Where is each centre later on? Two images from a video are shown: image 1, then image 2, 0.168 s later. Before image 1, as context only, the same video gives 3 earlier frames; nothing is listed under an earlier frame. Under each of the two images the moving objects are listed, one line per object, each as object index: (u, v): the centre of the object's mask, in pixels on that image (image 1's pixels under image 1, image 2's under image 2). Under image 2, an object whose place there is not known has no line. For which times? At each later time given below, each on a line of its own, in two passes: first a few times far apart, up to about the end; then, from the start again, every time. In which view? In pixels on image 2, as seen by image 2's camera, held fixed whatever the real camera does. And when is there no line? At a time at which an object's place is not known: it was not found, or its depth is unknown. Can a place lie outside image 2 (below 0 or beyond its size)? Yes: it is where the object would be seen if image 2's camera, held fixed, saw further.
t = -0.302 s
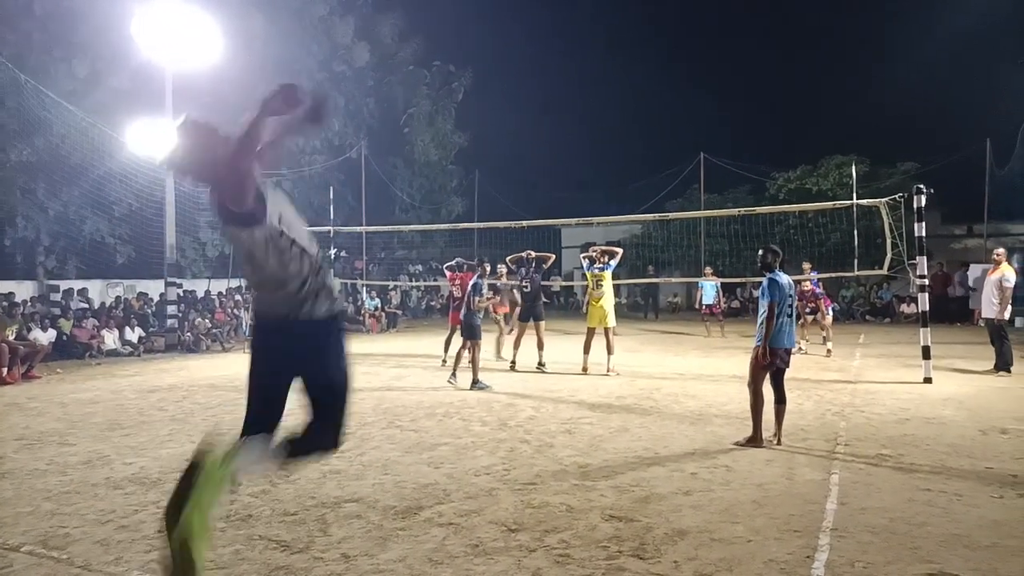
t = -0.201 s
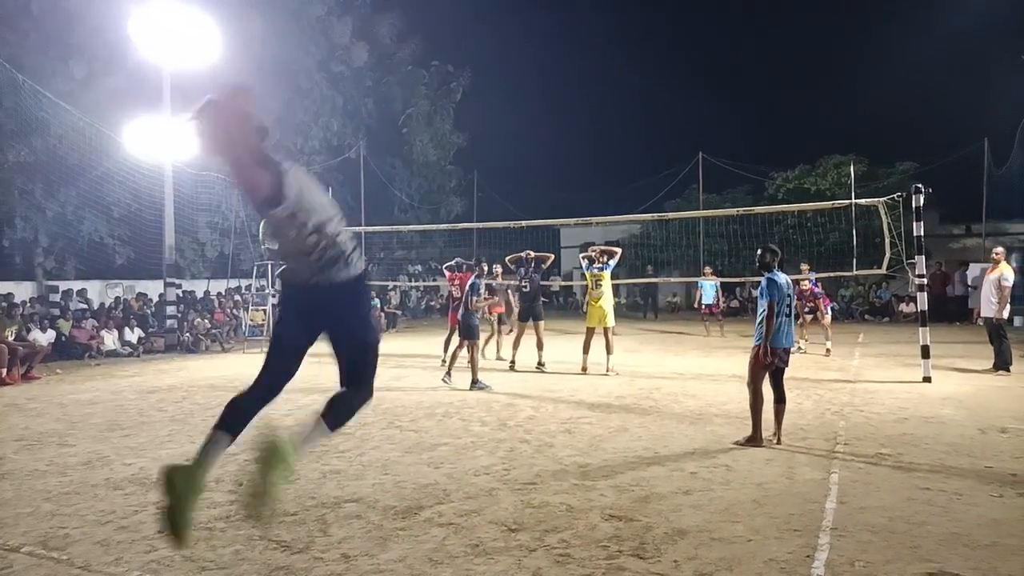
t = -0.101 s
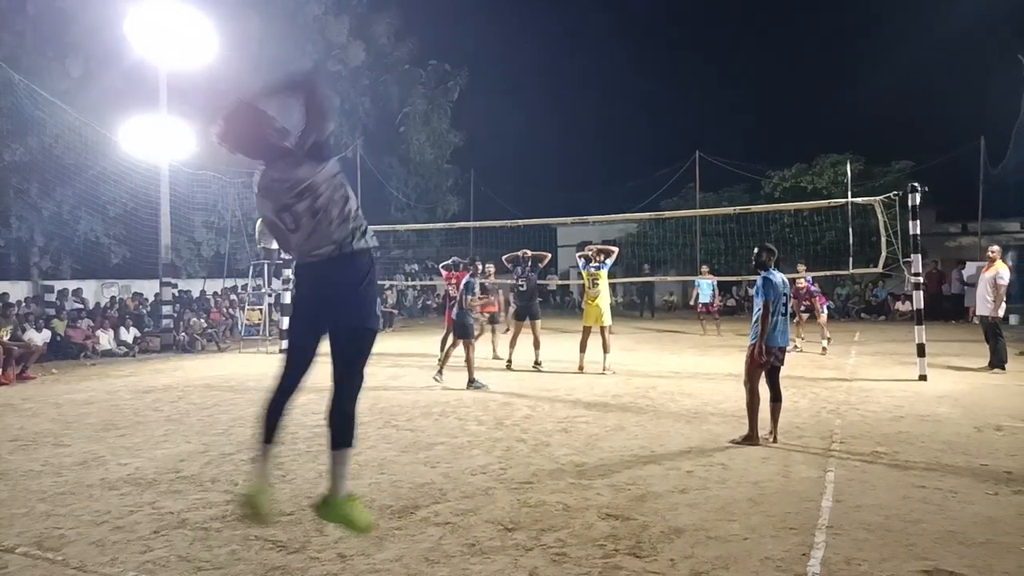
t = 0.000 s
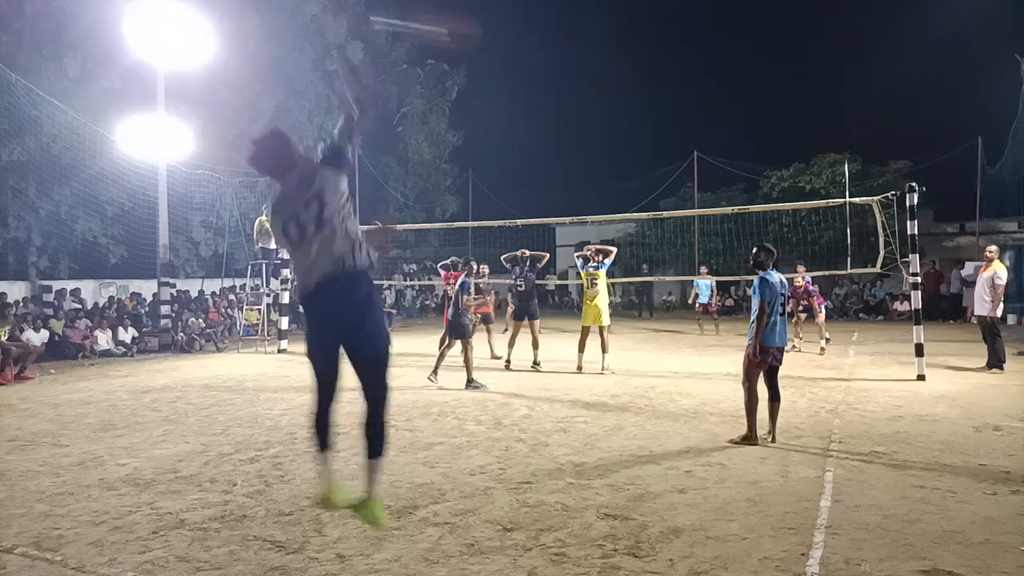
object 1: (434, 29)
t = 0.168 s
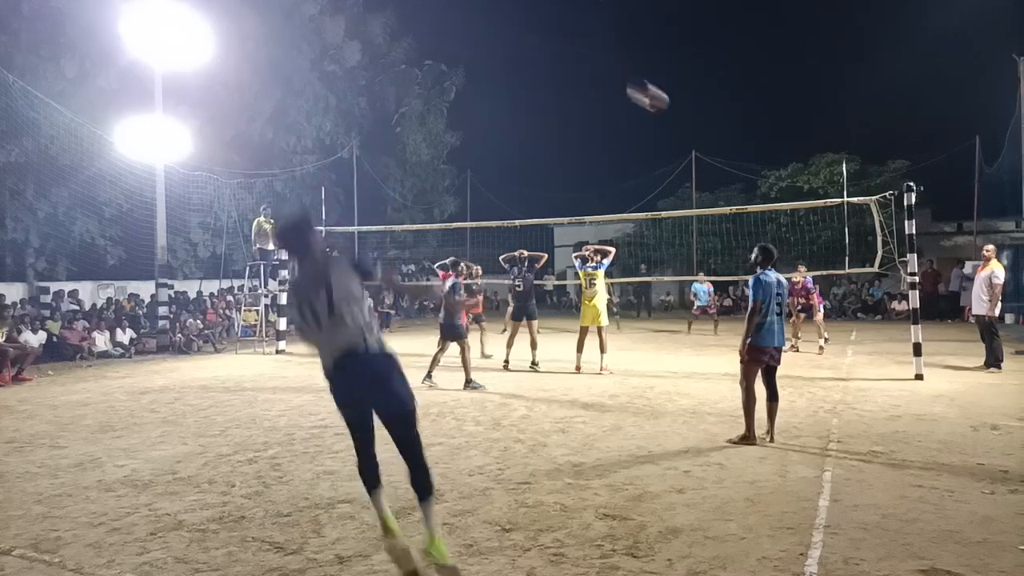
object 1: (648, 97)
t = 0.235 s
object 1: (688, 122)
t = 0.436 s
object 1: (757, 194)
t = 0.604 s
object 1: (788, 253)
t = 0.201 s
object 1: (670, 110)
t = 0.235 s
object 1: (688, 122)
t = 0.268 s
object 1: (703, 134)
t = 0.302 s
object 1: (717, 147)
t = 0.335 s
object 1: (730, 159)
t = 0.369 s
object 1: (739, 171)
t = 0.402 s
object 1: (749, 183)
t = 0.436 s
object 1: (757, 194)
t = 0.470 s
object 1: (765, 207)
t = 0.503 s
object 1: (771, 219)
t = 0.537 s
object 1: (777, 230)
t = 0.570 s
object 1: (783, 241)
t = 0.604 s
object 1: (788, 253)
